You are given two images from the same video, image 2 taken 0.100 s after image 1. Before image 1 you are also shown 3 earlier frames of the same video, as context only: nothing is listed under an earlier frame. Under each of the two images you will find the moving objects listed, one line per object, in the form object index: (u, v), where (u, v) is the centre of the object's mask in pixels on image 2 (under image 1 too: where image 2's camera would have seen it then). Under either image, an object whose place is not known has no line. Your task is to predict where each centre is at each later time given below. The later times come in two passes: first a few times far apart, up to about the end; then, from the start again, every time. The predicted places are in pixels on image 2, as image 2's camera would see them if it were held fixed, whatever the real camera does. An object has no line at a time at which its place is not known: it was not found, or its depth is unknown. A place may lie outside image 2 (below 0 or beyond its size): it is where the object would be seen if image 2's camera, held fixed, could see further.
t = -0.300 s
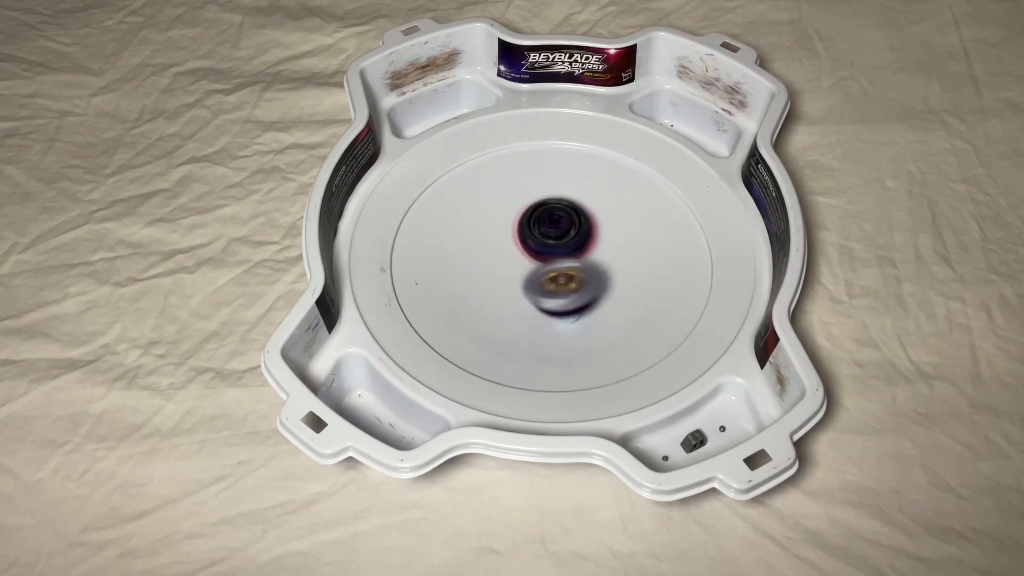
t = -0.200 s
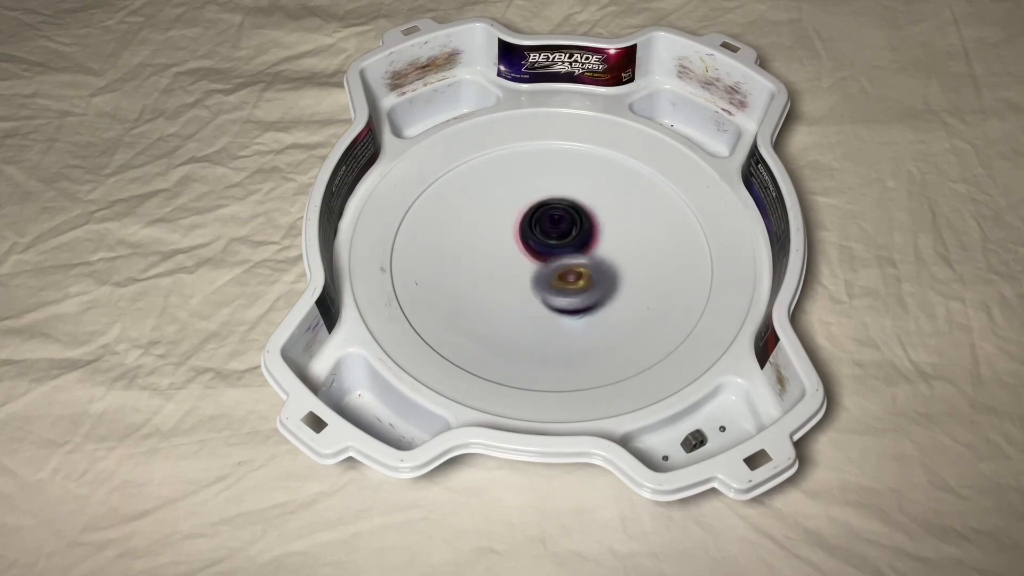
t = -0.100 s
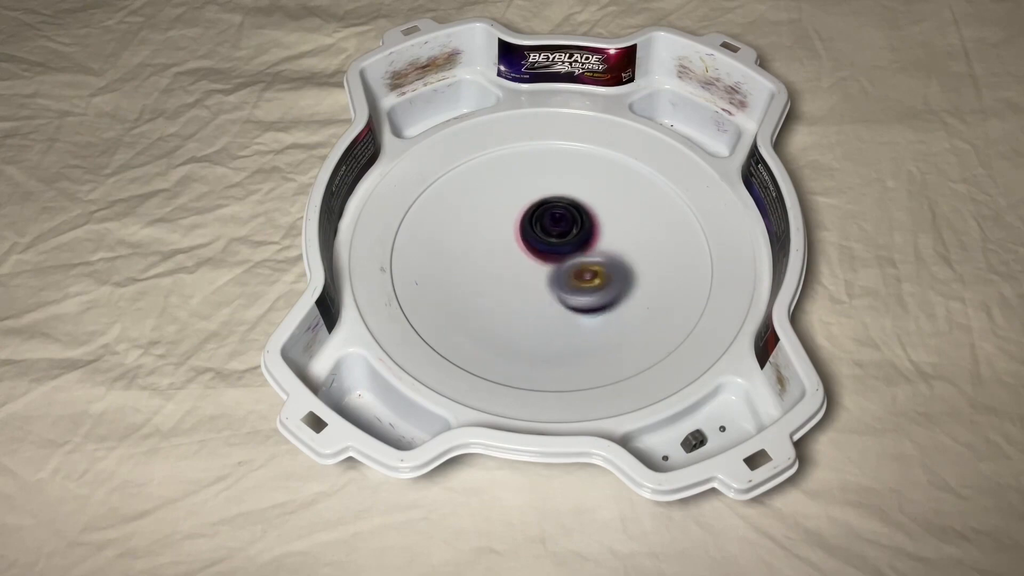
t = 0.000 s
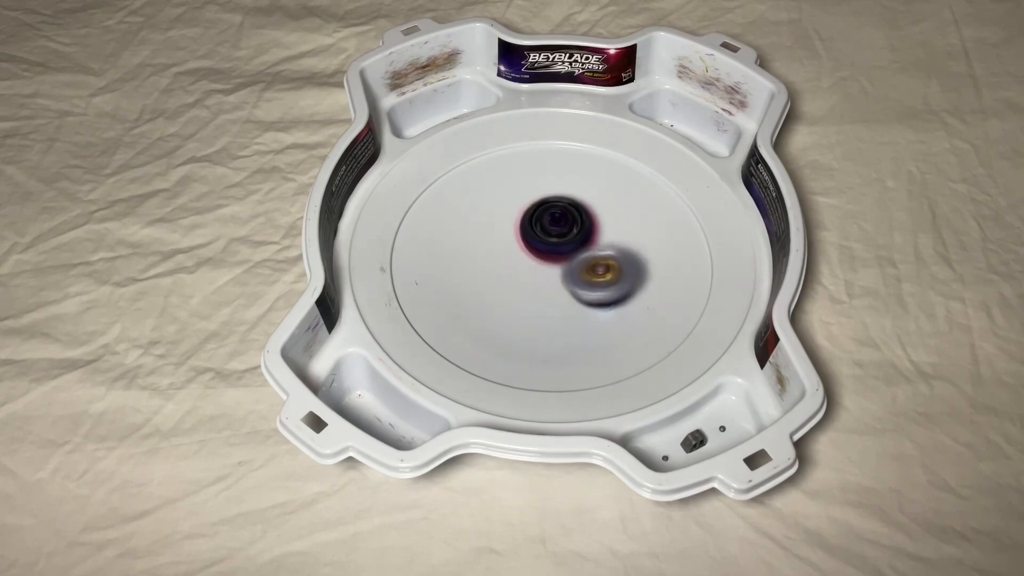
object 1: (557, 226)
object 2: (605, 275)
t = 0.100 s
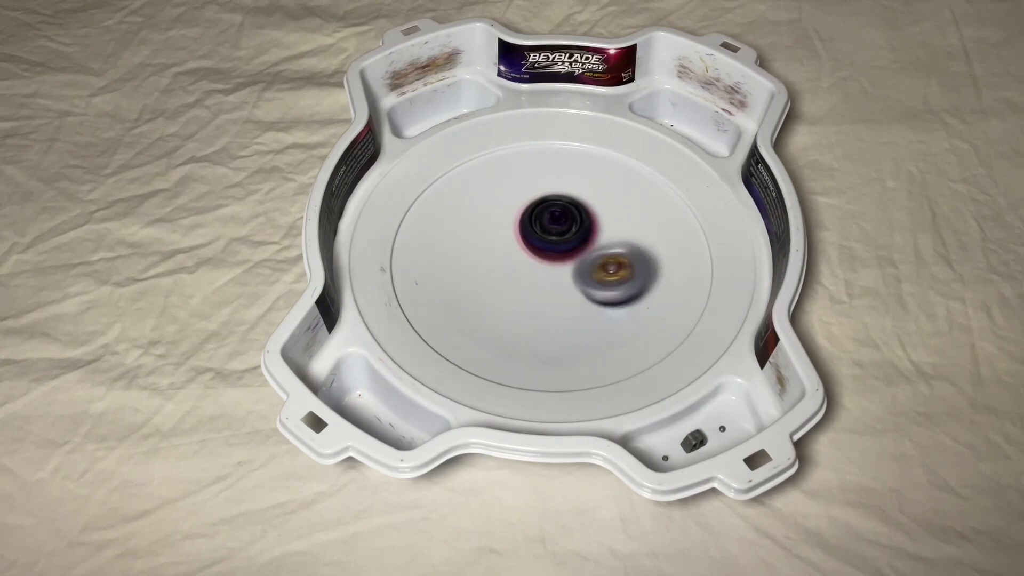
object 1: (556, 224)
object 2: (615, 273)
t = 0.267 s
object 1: (555, 227)
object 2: (620, 259)
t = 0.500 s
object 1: (548, 230)
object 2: (627, 251)
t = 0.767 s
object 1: (534, 237)
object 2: (626, 243)
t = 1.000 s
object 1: (523, 245)
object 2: (613, 235)
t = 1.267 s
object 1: (520, 251)
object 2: (596, 228)
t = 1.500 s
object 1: (528, 253)
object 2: (599, 217)
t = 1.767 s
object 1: (542, 251)
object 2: (607, 208)
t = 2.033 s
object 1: (555, 252)
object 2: (608, 204)
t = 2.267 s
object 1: (557, 258)
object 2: (608, 198)
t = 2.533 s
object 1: (551, 271)
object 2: (599, 193)
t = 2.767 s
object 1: (549, 272)
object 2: (581, 206)
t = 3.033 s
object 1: (550, 267)
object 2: (582, 205)
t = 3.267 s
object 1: (546, 267)
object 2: (605, 183)
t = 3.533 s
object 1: (553, 252)
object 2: (601, 199)
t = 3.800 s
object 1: (556, 245)
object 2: (616, 202)
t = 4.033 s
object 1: (553, 243)
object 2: (639, 201)
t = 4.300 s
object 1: (550, 238)
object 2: (632, 223)
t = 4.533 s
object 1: (550, 235)
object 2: (621, 249)
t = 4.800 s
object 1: (554, 233)
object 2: (606, 275)
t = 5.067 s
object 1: (558, 236)
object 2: (585, 288)
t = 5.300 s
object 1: (559, 236)
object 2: (571, 291)
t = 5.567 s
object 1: (560, 232)
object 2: (556, 288)
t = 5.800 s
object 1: (564, 228)
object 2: (540, 285)
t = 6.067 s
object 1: (570, 228)
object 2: (531, 276)
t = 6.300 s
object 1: (569, 229)
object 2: (527, 276)
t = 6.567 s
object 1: (571, 226)
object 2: (528, 273)
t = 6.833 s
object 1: (575, 224)
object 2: (515, 268)
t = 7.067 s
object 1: (576, 230)
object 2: (497, 256)
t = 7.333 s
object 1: (578, 235)
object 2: (479, 248)
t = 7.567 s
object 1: (566, 240)
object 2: (496, 236)
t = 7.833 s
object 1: (562, 245)
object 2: (492, 199)
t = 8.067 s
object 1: (559, 240)
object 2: (503, 194)
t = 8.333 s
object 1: (563, 240)
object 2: (528, 183)
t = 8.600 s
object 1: (563, 242)
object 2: (558, 181)
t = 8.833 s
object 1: (558, 243)
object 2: (583, 183)
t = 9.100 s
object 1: (554, 242)
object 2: (592, 180)
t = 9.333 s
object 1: (550, 248)
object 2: (592, 192)
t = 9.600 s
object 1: (518, 264)
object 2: (620, 197)
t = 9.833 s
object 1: (523, 264)
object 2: (610, 220)
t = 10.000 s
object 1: (525, 253)
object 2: (605, 236)
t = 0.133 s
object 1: (556, 225)
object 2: (618, 271)
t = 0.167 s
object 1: (556, 225)
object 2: (619, 268)
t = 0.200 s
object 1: (556, 226)
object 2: (619, 265)
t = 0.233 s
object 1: (556, 226)
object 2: (619, 262)
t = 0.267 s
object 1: (555, 227)
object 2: (620, 259)
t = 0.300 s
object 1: (555, 226)
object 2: (623, 258)
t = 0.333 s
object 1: (554, 226)
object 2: (624, 258)
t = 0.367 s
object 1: (553, 227)
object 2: (625, 256)
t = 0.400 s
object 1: (553, 228)
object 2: (624, 254)
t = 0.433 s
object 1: (552, 229)
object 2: (623, 252)
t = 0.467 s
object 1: (550, 229)
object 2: (625, 251)
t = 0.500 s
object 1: (548, 230)
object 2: (627, 251)
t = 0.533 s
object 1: (547, 231)
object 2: (627, 250)
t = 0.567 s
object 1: (547, 232)
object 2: (627, 250)
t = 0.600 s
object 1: (546, 233)
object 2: (625, 248)
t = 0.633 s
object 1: (545, 234)
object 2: (623, 247)
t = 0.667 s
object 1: (543, 235)
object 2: (623, 245)
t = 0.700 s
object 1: (539, 235)
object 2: (626, 244)
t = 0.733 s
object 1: (536, 236)
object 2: (627, 244)
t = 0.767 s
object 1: (534, 237)
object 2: (626, 243)
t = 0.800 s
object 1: (533, 238)
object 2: (624, 242)
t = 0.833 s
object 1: (532, 239)
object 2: (621, 242)
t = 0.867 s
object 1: (530, 240)
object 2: (617, 241)
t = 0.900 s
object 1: (529, 242)
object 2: (612, 240)
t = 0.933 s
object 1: (528, 243)
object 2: (608, 239)
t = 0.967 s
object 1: (525, 244)
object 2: (611, 236)
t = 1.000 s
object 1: (523, 245)
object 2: (613, 235)
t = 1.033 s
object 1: (522, 246)
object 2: (612, 233)
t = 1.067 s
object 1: (521, 247)
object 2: (610, 233)
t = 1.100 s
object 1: (520, 248)
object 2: (608, 232)
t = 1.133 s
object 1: (520, 249)
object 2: (605, 232)
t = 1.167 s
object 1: (521, 250)
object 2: (601, 231)
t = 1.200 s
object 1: (521, 251)
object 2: (597, 230)
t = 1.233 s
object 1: (520, 251)
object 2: (596, 229)
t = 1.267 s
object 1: (520, 251)
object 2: (596, 228)
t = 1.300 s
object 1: (521, 252)
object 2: (595, 227)
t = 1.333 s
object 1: (522, 252)
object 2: (595, 226)
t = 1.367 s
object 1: (523, 252)
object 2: (595, 225)
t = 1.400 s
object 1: (524, 252)
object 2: (595, 223)
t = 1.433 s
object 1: (525, 252)
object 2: (596, 221)
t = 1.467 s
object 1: (526, 253)
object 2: (597, 219)
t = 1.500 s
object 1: (528, 253)
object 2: (599, 217)
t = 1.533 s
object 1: (529, 254)
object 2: (599, 216)
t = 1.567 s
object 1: (532, 253)
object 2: (599, 215)
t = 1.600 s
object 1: (533, 253)
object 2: (600, 213)
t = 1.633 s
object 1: (534, 253)
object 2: (603, 211)
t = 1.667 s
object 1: (536, 253)
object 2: (604, 209)
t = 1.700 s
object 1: (537, 252)
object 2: (606, 208)
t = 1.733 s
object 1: (540, 252)
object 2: (606, 208)
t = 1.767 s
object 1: (542, 251)
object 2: (607, 208)
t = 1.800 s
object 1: (544, 251)
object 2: (606, 208)
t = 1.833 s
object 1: (546, 251)
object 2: (606, 207)
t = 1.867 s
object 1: (547, 252)
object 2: (608, 205)
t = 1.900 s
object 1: (549, 252)
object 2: (609, 204)
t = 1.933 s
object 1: (550, 252)
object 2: (610, 204)
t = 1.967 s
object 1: (552, 252)
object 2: (609, 203)
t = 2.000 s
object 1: (553, 252)
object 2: (609, 203)
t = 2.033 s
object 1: (555, 252)
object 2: (608, 204)
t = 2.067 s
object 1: (553, 254)
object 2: (611, 199)
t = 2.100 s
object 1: (553, 255)
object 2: (611, 196)
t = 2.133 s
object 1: (554, 256)
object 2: (612, 195)
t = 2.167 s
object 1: (555, 257)
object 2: (612, 195)
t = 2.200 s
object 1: (556, 257)
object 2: (611, 195)
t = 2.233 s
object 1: (557, 258)
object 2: (610, 196)
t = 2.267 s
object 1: (557, 258)
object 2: (608, 198)
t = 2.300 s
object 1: (558, 259)
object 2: (604, 200)
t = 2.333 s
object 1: (558, 259)
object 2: (601, 203)
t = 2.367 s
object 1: (555, 264)
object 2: (602, 198)
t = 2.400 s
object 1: (553, 266)
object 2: (603, 192)
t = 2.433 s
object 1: (551, 268)
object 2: (603, 191)
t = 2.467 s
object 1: (551, 269)
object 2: (602, 191)
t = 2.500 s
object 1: (551, 271)
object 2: (601, 192)
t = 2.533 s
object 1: (551, 271)
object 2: (599, 193)
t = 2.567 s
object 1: (551, 272)
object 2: (596, 194)
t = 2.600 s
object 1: (551, 271)
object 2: (594, 197)
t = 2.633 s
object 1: (551, 271)
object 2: (591, 200)
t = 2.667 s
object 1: (551, 270)
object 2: (588, 204)
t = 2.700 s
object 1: (551, 270)
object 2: (584, 208)
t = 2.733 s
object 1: (551, 269)
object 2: (581, 211)
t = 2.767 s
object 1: (549, 272)
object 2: (581, 206)
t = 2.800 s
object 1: (548, 275)
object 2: (583, 199)
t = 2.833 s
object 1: (547, 274)
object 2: (582, 195)
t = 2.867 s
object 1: (548, 274)
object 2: (583, 196)
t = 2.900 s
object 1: (548, 273)
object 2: (583, 197)
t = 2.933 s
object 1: (549, 273)
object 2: (584, 198)
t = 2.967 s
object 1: (549, 271)
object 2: (583, 199)
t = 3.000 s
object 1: (550, 269)
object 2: (584, 202)
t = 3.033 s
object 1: (550, 267)
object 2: (582, 205)
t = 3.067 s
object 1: (550, 267)
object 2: (583, 206)
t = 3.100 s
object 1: (546, 270)
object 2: (590, 197)
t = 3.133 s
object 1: (544, 270)
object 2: (594, 191)
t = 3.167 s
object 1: (544, 270)
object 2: (598, 186)
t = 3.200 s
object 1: (545, 269)
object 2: (600, 185)
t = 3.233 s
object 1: (545, 268)
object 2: (604, 184)
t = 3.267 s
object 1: (546, 267)
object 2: (605, 183)
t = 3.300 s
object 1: (547, 265)
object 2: (606, 184)
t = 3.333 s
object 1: (547, 264)
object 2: (607, 184)
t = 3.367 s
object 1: (548, 262)
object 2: (607, 186)
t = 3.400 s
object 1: (550, 260)
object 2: (606, 188)
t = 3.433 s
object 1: (551, 257)
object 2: (604, 192)
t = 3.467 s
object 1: (552, 255)
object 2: (603, 196)
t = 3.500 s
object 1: (554, 252)
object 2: (602, 199)
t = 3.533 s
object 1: (553, 252)
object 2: (601, 199)
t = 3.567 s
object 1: (553, 251)
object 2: (604, 198)
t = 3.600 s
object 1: (554, 250)
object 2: (603, 200)
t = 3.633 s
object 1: (553, 250)
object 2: (605, 200)
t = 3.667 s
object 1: (553, 249)
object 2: (610, 199)
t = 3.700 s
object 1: (553, 248)
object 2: (613, 199)
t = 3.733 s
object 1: (554, 247)
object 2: (614, 200)
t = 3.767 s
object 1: (555, 246)
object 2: (616, 201)
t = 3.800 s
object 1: (556, 245)
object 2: (616, 202)
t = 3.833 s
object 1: (554, 246)
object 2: (621, 200)
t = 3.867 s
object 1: (552, 246)
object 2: (629, 198)
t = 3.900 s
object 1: (552, 246)
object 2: (632, 197)
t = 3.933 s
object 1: (552, 245)
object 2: (635, 198)
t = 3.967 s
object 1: (552, 244)
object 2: (637, 199)
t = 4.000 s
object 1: (553, 244)
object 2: (638, 199)
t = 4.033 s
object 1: (553, 243)
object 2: (639, 201)
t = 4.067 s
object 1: (553, 243)
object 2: (637, 203)
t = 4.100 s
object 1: (554, 242)
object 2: (634, 205)
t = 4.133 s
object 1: (555, 241)
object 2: (632, 210)
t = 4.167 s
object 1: (555, 241)
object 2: (629, 213)
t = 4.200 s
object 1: (555, 240)
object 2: (626, 216)
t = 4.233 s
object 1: (552, 240)
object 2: (630, 217)
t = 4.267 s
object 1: (551, 239)
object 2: (632, 220)
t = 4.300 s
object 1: (550, 238)
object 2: (632, 223)
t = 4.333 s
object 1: (550, 238)
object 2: (629, 227)
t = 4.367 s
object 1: (550, 237)
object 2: (629, 231)
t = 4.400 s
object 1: (550, 237)
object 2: (630, 235)
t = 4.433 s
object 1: (550, 236)
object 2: (629, 238)
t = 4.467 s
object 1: (549, 236)
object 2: (626, 241)
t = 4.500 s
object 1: (549, 235)
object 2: (624, 245)
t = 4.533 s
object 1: (550, 235)
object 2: (621, 249)
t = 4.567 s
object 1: (549, 234)
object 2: (620, 251)
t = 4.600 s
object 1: (549, 234)
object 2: (617, 255)
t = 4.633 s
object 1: (550, 233)
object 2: (616, 258)
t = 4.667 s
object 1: (551, 233)
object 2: (614, 262)
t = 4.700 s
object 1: (551, 232)
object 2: (612, 265)
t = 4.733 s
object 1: (551, 232)
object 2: (610, 269)
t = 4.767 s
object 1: (552, 233)
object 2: (608, 272)
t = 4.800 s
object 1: (554, 233)
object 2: (606, 275)
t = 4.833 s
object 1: (554, 233)
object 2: (603, 277)
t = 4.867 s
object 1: (554, 235)
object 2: (601, 280)
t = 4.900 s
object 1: (555, 235)
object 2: (597, 281)
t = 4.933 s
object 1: (556, 235)
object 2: (595, 283)
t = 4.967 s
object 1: (556, 236)
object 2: (593, 284)
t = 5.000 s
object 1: (556, 235)
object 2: (590, 285)
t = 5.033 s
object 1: (557, 235)
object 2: (588, 287)
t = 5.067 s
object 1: (558, 236)
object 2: (585, 288)
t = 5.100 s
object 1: (558, 237)
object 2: (583, 290)
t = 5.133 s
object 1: (558, 236)
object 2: (581, 289)
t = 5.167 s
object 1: (559, 236)
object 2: (580, 290)
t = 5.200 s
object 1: (559, 236)
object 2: (578, 291)
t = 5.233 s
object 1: (559, 236)
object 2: (575, 291)
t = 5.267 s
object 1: (559, 237)
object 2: (572, 292)
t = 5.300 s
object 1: (559, 236)
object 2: (571, 291)
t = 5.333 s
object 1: (559, 235)
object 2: (570, 291)
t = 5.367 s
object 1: (559, 234)
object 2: (568, 290)
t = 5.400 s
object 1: (559, 234)
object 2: (567, 291)
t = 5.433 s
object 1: (560, 234)
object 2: (563, 292)
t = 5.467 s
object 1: (559, 234)
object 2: (560, 292)
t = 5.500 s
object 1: (560, 234)
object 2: (559, 292)
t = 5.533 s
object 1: (559, 232)
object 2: (558, 290)
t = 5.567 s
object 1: (560, 232)
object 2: (556, 288)
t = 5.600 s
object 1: (561, 231)
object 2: (553, 286)
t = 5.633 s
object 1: (560, 230)
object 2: (551, 285)
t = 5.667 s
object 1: (561, 229)
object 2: (551, 286)
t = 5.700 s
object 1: (562, 229)
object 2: (546, 287)
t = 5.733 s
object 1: (563, 228)
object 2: (546, 286)
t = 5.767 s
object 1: (564, 228)
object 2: (543, 285)
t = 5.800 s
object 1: (564, 228)
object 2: (540, 285)
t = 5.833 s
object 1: (565, 229)
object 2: (537, 284)
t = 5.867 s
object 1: (565, 229)
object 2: (535, 282)
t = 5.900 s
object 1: (566, 228)
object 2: (533, 280)
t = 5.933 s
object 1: (567, 227)
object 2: (532, 277)
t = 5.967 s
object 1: (568, 228)
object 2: (531, 275)
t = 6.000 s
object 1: (568, 227)
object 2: (531, 274)
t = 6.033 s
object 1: (569, 228)
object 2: (530, 276)
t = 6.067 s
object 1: (570, 228)
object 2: (531, 276)
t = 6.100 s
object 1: (569, 228)
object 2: (530, 275)
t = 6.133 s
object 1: (569, 228)
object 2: (528, 275)
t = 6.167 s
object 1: (569, 228)
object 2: (527, 277)
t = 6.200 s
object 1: (569, 229)
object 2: (527, 277)
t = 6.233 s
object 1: (569, 229)
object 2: (525, 277)
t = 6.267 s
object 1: (569, 229)
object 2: (526, 277)
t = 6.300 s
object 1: (569, 229)
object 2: (527, 276)
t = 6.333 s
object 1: (569, 228)
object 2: (530, 275)
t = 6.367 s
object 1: (570, 227)
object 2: (529, 276)
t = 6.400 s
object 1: (571, 227)
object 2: (528, 278)
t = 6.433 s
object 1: (571, 227)
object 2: (528, 279)
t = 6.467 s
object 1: (571, 227)
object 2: (528, 277)
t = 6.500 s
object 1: (571, 226)
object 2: (528, 277)
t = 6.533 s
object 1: (571, 226)
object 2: (528, 275)
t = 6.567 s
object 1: (571, 226)
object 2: (528, 273)
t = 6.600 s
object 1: (571, 225)
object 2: (529, 271)
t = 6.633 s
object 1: (573, 224)
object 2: (526, 273)
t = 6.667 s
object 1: (575, 224)
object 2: (522, 273)
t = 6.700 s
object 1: (575, 224)
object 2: (521, 273)
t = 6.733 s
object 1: (575, 223)
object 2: (521, 272)
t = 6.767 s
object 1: (575, 224)
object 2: (520, 271)
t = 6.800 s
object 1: (575, 224)
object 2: (516, 269)
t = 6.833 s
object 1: (575, 224)
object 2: (515, 268)
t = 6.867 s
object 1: (574, 225)
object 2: (514, 267)
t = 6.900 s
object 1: (573, 225)
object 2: (513, 264)
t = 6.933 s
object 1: (573, 226)
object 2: (513, 260)
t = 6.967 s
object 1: (572, 227)
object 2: (511, 257)
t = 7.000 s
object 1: (572, 228)
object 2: (511, 255)
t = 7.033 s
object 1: (571, 229)
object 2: (507, 254)
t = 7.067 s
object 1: (576, 230)
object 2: (497, 256)
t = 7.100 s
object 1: (579, 230)
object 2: (490, 257)
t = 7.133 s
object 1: (580, 232)
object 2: (487, 256)
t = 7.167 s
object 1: (580, 232)
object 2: (485, 254)
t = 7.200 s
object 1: (580, 232)
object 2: (484, 252)
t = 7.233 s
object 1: (581, 233)
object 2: (482, 250)
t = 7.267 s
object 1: (580, 234)
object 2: (481, 249)
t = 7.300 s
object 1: (579, 234)
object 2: (479, 248)
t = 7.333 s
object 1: (578, 235)
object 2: (479, 248)
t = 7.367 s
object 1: (577, 236)
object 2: (480, 248)
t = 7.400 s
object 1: (575, 238)
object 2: (483, 248)
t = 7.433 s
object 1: (574, 237)
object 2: (485, 248)
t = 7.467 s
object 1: (572, 238)
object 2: (488, 247)
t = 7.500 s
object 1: (569, 239)
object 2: (491, 245)
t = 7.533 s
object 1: (567, 239)
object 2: (496, 242)
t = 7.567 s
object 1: (566, 240)
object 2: (496, 236)
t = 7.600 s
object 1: (569, 242)
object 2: (493, 228)
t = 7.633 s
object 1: (569, 244)
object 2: (489, 222)
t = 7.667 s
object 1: (567, 245)
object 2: (490, 217)
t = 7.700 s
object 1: (566, 245)
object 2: (490, 212)
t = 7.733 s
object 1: (566, 244)
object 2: (490, 209)
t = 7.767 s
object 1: (565, 245)
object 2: (491, 205)
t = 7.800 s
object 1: (563, 245)
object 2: (491, 202)
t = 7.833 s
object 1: (562, 245)
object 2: (492, 199)
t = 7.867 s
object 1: (562, 244)
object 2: (491, 197)
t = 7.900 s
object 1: (561, 244)
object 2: (492, 194)
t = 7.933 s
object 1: (560, 243)
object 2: (491, 193)
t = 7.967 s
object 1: (559, 243)
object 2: (494, 193)
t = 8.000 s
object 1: (559, 242)
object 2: (496, 193)
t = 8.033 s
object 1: (559, 241)
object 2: (500, 194)
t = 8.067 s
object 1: (559, 240)
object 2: (503, 194)
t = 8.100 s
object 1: (559, 239)
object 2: (507, 195)
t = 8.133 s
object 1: (560, 239)
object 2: (508, 194)
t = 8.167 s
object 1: (561, 240)
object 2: (511, 191)
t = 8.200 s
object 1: (560, 240)
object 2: (515, 189)
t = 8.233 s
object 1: (561, 239)
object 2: (519, 187)
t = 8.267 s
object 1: (562, 238)
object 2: (522, 185)
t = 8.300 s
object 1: (563, 239)
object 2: (525, 184)
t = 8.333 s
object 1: (563, 240)
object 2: (528, 183)
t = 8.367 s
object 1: (563, 240)
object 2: (533, 182)
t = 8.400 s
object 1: (563, 240)
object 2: (537, 180)
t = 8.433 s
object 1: (564, 241)
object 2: (540, 180)
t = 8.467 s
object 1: (564, 242)
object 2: (543, 179)
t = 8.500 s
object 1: (564, 242)
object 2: (546, 180)
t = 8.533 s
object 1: (563, 242)
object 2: (551, 180)
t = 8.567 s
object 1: (563, 242)
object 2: (554, 181)
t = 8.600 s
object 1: (563, 242)
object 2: (558, 181)
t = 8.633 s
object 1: (562, 244)
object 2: (562, 183)
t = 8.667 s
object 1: (561, 244)
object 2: (565, 182)
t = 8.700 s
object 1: (561, 244)
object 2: (567, 183)
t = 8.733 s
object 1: (560, 244)
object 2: (572, 183)
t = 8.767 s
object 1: (559, 243)
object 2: (576, 183)
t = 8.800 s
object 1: (559, 244)
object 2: (579, 183)
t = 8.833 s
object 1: (558, 243)
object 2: (583, 183)
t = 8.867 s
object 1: (558, 242)
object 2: (587, 183)
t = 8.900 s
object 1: (557, 242)
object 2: (589, 184)
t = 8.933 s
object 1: (557, 241)
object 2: (592, 184)
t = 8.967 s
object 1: (557, 241)
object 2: (593, 183)
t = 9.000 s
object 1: (556, 241)
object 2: (594, 184)
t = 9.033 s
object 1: (556, 241)
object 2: (595, 183)
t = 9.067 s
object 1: (555, 242)
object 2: (594, 180)
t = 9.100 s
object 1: (554, 242)
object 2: (592, 180)
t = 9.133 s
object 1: (554, 241)
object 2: (591, 182)
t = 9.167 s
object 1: (554, 243)
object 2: (593, 183)
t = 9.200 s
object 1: (552, 246)
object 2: (594, 180)
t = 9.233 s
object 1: (551, 247)
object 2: (591, 179)
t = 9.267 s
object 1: (550, 246)
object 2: (588, 181)
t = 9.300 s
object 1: (550, 247)
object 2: (590, 187)
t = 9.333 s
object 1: (550, 248)
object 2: (592, 192)
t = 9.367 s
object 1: (549, 248)
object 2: (591, 194)
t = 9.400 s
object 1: (548, 248)
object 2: (590, 199)
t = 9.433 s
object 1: (546, 249)
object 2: (591, 202)
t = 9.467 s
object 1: (537, 254)
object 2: (602, 198)
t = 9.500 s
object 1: (531, 257)
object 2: (608, 196)
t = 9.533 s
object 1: (525, 261)
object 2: (614, 196)
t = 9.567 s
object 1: (521, 262)
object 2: (620, 196)
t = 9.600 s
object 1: (518, 264)
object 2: (620, 197)
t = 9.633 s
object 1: (516, 266)
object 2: (619, 197)
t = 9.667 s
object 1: (515, 267)
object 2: (618, 197)
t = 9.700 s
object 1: (515, 267)
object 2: (616, 204)
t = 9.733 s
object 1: (516, 266)
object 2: (615, 208)
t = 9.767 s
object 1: (519, 266)
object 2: (616, 211)
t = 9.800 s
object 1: (521, 265)
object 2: (615, 216)
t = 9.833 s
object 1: (523, 264)
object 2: (610, 220)
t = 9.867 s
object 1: (526, 263)
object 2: (603, 223)
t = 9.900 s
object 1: (529, 259)
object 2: (598, 229)
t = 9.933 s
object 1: (526, 258)
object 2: (600, 232)
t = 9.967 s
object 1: (524, 255)
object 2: (603, 232)
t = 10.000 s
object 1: (525, 253)
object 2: (605, 236)
